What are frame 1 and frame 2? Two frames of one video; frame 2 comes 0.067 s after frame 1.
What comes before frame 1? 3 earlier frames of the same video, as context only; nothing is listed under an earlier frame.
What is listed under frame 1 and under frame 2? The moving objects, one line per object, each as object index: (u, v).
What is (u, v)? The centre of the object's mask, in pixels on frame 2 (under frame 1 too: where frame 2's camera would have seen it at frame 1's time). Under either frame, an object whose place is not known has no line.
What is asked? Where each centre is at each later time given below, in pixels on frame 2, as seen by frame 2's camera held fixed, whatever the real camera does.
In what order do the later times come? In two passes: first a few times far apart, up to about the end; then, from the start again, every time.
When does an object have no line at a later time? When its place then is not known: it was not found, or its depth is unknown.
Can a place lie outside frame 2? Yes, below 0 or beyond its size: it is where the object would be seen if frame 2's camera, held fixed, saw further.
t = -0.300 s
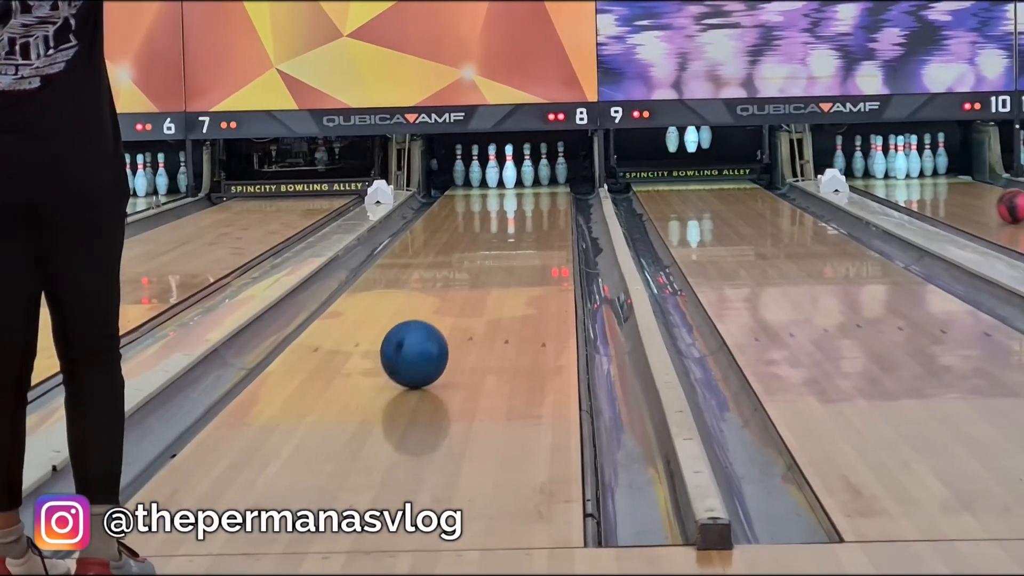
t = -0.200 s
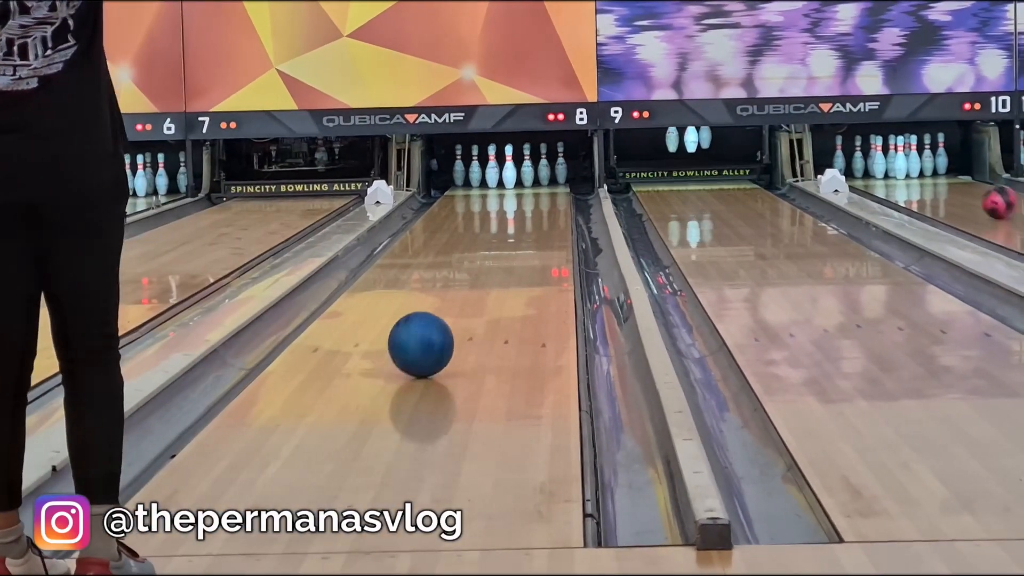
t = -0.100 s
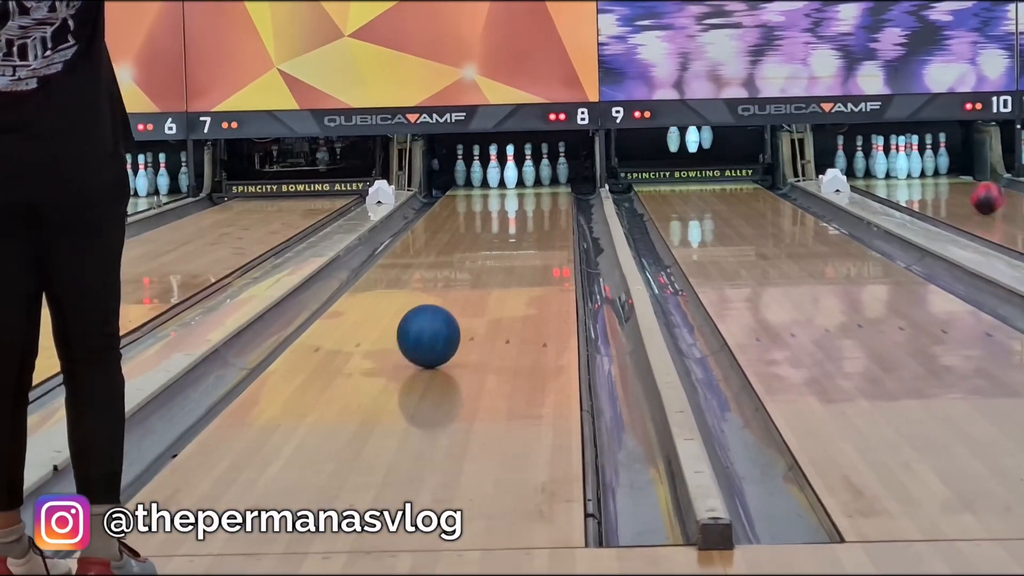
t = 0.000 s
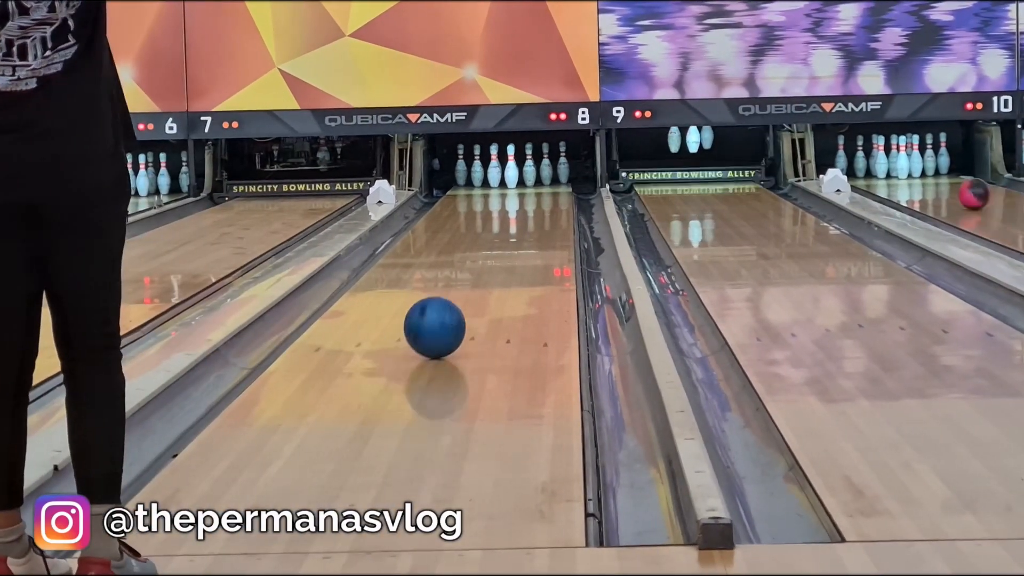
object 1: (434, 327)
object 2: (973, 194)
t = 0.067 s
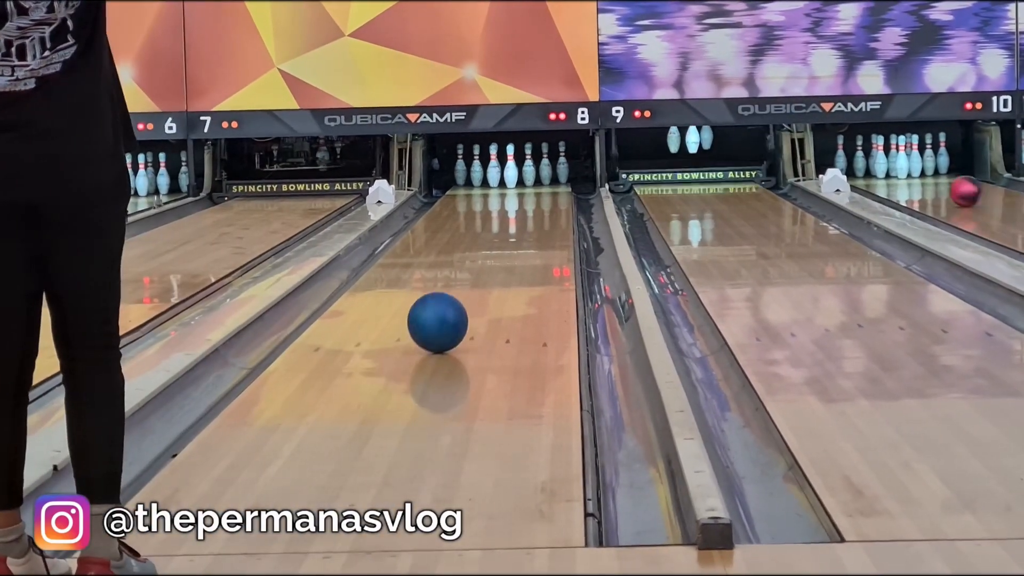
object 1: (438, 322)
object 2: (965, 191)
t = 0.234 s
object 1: (445, 311)
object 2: (947, 186)
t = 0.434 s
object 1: (454, 298)
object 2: (927, 180)
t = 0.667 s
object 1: (463, 286)
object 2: (907, 175)
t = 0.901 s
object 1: (471, 275)
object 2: (888, 170)
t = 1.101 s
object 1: (476, 266)
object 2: (875, 167)
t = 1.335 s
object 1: (483, 257)
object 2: (850, 165)
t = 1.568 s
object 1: (489, 248)
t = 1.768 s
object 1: (493, 242)
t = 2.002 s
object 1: (498, 235)
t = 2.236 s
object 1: (502, 228)
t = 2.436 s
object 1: (506, 223)
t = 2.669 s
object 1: (509, 217)
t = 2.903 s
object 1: (513, 212)
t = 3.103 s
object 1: (516, 208)
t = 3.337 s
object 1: (520, 203)
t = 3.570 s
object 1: (523, 199)
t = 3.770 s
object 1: (525, 196)
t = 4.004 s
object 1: (527, 192)
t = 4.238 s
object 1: (530, 188)
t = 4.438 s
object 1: (531, 185)
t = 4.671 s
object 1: (533, 182)
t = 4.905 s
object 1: (536, 179)
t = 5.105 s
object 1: (536, 176)
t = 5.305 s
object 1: (540, 174)
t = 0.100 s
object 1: (439, 320)
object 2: (962, 190)
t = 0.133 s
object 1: (441, 317)
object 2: (958, 189)
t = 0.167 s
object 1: (442, 315)
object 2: (954, 188)
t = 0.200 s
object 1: (444, 313)
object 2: (951, 187)
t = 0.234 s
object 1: (445, 311)
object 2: (947, 186)
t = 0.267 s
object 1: (447, 309)
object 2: (943, 185)
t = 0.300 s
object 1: (448, 306)
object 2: (940, 184)
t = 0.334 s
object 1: (450, 304)
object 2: (937, 183)
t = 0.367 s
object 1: (451, 302)
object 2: (934, 182)
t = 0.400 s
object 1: (453, 301)
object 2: (930, 181)
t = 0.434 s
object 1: (454, 298)
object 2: (927, 180)
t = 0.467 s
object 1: (455, 297)
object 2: (924, 179)
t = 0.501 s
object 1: (457, 295)
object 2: (921, 179)
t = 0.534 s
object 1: (458, 293)
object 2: (918, 178)
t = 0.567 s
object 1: (459, 291)
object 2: (915, 177)
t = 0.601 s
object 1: (460, 290)
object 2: (913, 176)
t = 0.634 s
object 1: (462, 288)
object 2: (910, 175)
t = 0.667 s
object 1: (463, 286)
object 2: (907, 175)
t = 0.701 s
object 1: (464, 285)
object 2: (904, 174)
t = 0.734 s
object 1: (465, 283)
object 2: (901, 173)
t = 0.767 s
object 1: (466, 281)
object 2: (899, 173)
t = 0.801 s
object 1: (467, 280)
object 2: (896, 172)
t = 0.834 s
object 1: (469, 278)
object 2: (894, 171)
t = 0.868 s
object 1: (470, 277)
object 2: (891, 171)
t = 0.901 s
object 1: (471, 275)
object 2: (888, 170)
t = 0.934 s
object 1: (472, 274)
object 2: (886, 169)
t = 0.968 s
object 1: (473, 272)
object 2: (883, 169)
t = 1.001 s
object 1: (474, 271)
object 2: (881, 168)
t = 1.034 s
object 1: (475, 269)
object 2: (879, 168)
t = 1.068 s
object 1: (476, 268)
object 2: (877, 167)
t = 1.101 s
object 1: (476, 266)
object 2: (875, 167)
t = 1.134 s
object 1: (477, 265)
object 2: (870, 167)
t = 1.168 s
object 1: (478, 264)
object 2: (866, 166)
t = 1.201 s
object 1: (479, 262)
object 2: (862, 166)
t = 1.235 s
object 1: (480, 261)
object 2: (859, 166)
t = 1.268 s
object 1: (481, 260)
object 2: (856, 166)
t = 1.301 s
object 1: (482, 258)
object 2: (853, 165)
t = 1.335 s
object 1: (483, 257)
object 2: (850, 165)
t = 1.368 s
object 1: (484, 256)
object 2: (848, 165)
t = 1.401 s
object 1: (485, 254)
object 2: (845, 164)
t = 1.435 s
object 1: (485, 253)
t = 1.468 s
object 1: (486, 252)
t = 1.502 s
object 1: (487, 251)
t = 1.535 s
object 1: (488, 250)
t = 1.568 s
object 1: (489, 248)
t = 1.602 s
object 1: (489, 247)
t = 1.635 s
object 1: (490, 246)
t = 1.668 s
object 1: (490, 245)
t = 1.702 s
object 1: (492, 244)
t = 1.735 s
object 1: (492, 243)
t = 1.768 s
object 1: (493, 242)
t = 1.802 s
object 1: (494, 241)
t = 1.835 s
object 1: (494, 240)
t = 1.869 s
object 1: (495, 239)
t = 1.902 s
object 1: (496, 238)
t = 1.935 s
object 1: (497, 237)
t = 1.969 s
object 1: (497, 235)
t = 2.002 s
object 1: (498, 235)
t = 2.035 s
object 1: (498, 234)
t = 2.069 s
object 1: (499, 232)
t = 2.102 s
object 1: (500, 232)
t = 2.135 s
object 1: (500, 231)
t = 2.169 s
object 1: (501, 230)
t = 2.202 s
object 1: (502, 229)
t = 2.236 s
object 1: (502, 228)
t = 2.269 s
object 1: (503, 227)
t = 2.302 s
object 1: (504, 226)
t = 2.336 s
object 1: (504, 225)
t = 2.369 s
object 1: (505, 224)
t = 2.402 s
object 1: (505, 224)
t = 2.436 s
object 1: (506, 223)
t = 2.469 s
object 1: (506, 222)
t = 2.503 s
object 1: (507, 221)
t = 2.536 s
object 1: (507, 221)
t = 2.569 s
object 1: (508, 220)
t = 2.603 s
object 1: (508, 219)
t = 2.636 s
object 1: (509, 218)
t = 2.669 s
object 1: (509, 217)
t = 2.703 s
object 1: (510, 216)
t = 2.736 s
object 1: (510, 216)
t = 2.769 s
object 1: (511, 215)
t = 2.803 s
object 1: (511, 214)
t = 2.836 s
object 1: (512, 213)
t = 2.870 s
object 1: (513, 213)
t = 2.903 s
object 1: (513, 212)
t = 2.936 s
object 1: (514, 211)
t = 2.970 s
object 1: (514, 211)
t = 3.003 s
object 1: (515, 210)
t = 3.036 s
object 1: (515, 209)
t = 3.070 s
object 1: (516, 209)
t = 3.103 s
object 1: (516, 208)
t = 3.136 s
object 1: (517, 207)
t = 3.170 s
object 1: (517, 206)
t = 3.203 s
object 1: (518, 206)
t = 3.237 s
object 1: (518, 205)
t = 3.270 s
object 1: (519, 204)
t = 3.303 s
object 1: (519, 204)
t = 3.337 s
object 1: (520, 203)
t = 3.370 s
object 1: (520, 203)
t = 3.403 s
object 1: (520, 202)
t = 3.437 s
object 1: (521, 201)
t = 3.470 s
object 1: (521, 201)
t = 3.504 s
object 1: (521, 200)
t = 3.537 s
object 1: (522, 200)
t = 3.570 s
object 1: (523, 199)
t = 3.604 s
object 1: (523, 199)
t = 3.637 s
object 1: (523, 198)
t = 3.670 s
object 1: (524, 198)
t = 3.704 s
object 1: (524, 197)
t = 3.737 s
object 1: (524, 196)
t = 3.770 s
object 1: (525, 196)
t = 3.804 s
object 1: (525, 195)
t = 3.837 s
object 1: (525, 194)
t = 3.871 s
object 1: (526, 194)
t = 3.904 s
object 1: (526, 193)
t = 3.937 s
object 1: (527, 193)
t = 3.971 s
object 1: (527, 192)
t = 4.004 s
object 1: (527, 192)
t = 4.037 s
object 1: (528, 192)
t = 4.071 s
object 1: (528, 191)
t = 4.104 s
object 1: (528, 190)
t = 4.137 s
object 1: (529, 190)
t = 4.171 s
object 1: (529, 189)
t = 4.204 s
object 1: (529, 189)
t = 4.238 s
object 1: (530, 188)
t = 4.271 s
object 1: (530, 188)
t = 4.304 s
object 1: (530, 187)
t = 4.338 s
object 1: (530, 187)
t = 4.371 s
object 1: (531, 186)
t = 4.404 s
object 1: (531, 186)
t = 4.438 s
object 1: (531, 185)
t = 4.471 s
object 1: (532, 185)
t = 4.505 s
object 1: (532, 184)
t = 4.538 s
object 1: (532, 184)
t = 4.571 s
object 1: (533, 183)
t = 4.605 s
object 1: (533, 183)
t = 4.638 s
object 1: (533, 183)
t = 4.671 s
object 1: (533, 182)
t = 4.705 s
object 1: (534, 182)
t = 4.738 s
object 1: (534, 181)
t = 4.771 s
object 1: (534, 181)
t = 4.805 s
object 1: (535, 180)
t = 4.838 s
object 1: (535, 180)
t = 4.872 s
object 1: (535, 180)
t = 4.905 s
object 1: (536, 179)
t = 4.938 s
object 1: (535, 178)
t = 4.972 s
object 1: (536, 178)
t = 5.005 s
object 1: (536, 177)
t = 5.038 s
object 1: (536, 177)
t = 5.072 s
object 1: (536, 176)
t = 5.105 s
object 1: (536, 176)
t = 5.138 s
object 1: (537, 176)
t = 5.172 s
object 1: (536, 176)
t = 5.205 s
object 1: (537, 175)
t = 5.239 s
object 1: (536, 175)
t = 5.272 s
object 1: (538, 175)
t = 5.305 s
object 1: (540, 174)
